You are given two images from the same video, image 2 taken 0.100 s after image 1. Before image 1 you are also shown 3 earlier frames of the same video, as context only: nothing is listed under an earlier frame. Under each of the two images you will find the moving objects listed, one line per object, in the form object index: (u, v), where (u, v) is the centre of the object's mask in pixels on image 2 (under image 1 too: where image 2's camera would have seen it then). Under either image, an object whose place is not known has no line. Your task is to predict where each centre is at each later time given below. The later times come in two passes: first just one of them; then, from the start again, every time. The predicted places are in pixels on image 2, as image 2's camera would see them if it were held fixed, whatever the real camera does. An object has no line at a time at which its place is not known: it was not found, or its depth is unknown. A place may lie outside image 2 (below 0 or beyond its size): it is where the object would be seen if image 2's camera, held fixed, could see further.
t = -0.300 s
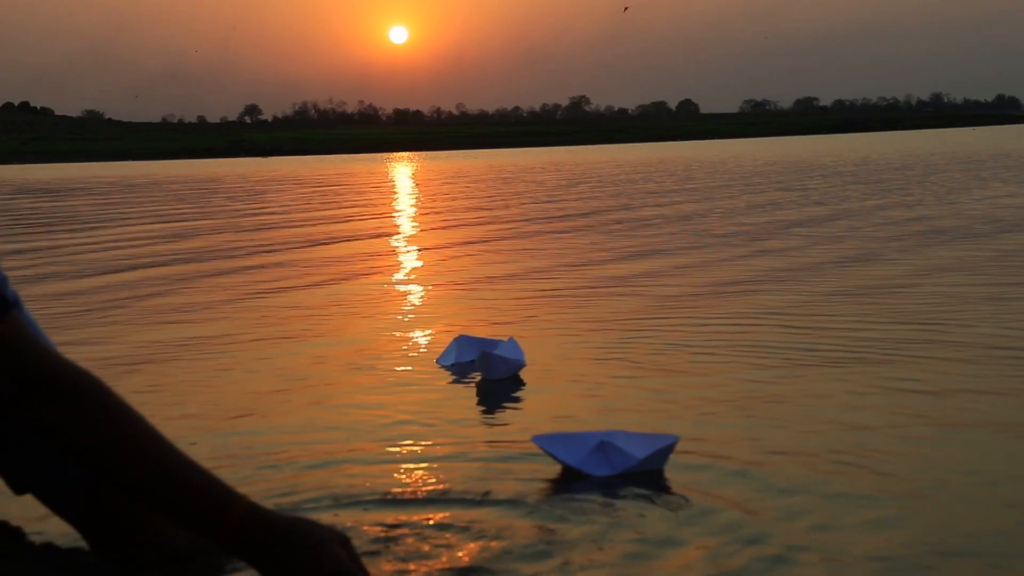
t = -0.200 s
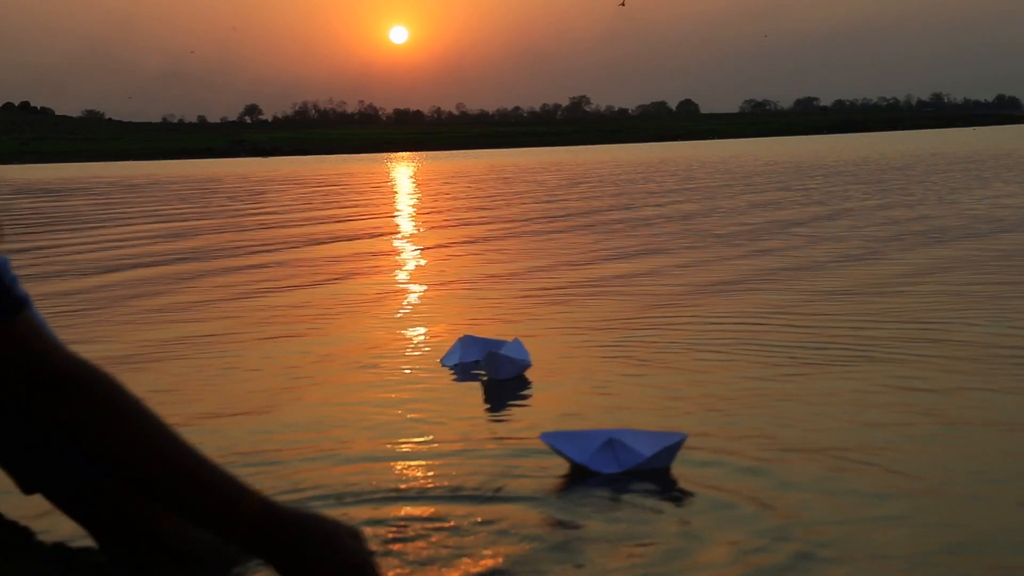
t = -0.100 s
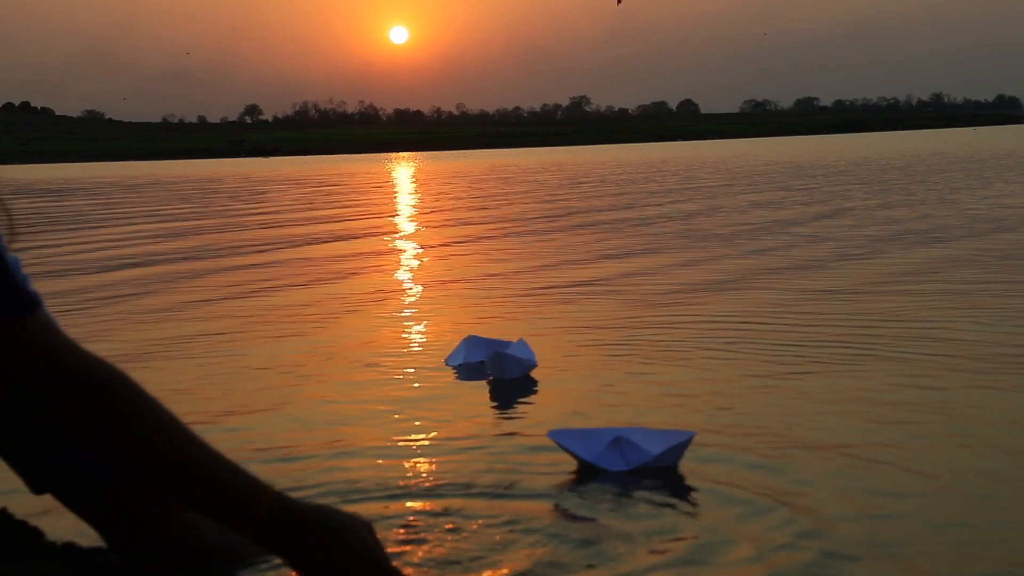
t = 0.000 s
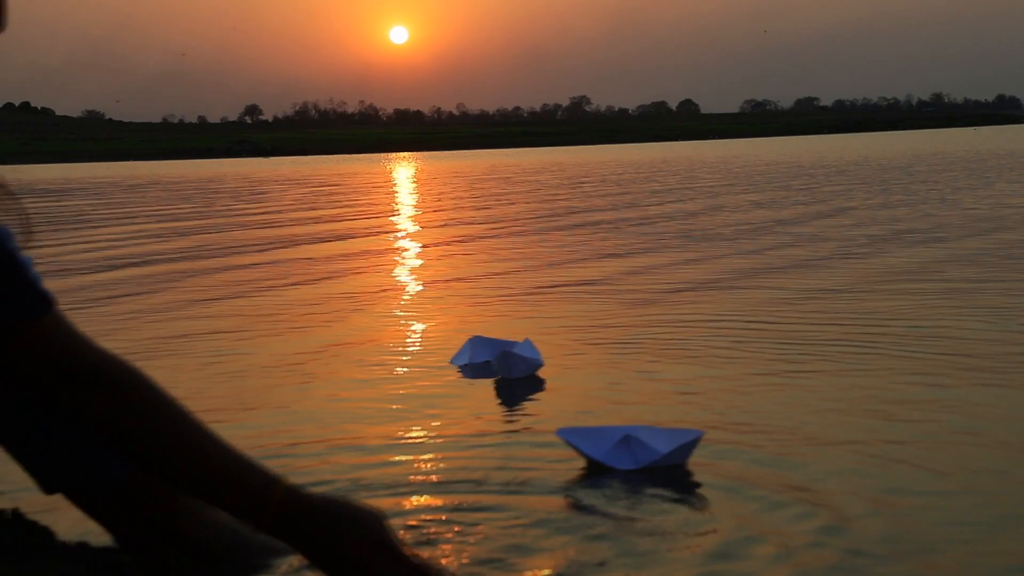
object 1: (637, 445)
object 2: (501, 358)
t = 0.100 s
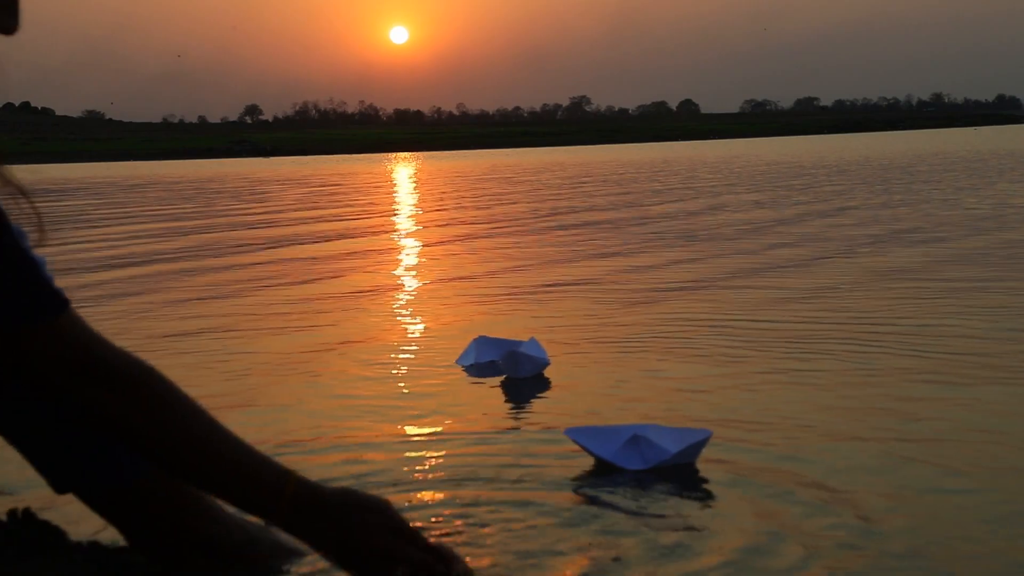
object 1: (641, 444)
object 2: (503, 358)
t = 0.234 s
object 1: (646, 444)
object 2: (508, 357)
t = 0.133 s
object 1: (642, 444)
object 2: (505, 357)
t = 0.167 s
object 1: (644, 444)
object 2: (506, 357)
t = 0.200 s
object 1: (645, 444)
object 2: (507, 357)
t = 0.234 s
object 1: (646, 444)
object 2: (508, 357)
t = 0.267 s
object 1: (648, 444)
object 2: (509, 356)
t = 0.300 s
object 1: (650, 445)
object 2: (510, 356)
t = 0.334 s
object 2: (511, 356)
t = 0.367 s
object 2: (513, 355)
